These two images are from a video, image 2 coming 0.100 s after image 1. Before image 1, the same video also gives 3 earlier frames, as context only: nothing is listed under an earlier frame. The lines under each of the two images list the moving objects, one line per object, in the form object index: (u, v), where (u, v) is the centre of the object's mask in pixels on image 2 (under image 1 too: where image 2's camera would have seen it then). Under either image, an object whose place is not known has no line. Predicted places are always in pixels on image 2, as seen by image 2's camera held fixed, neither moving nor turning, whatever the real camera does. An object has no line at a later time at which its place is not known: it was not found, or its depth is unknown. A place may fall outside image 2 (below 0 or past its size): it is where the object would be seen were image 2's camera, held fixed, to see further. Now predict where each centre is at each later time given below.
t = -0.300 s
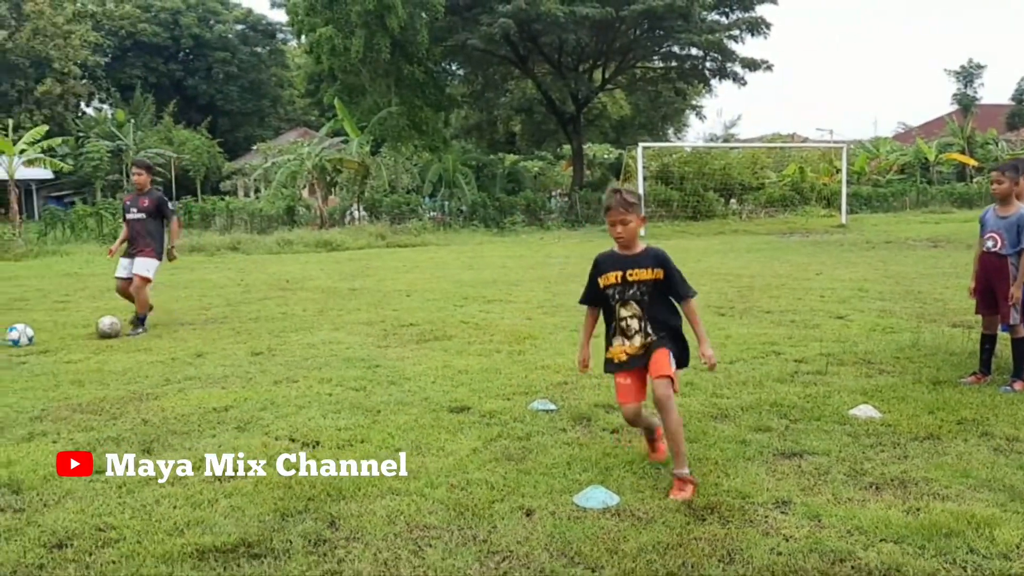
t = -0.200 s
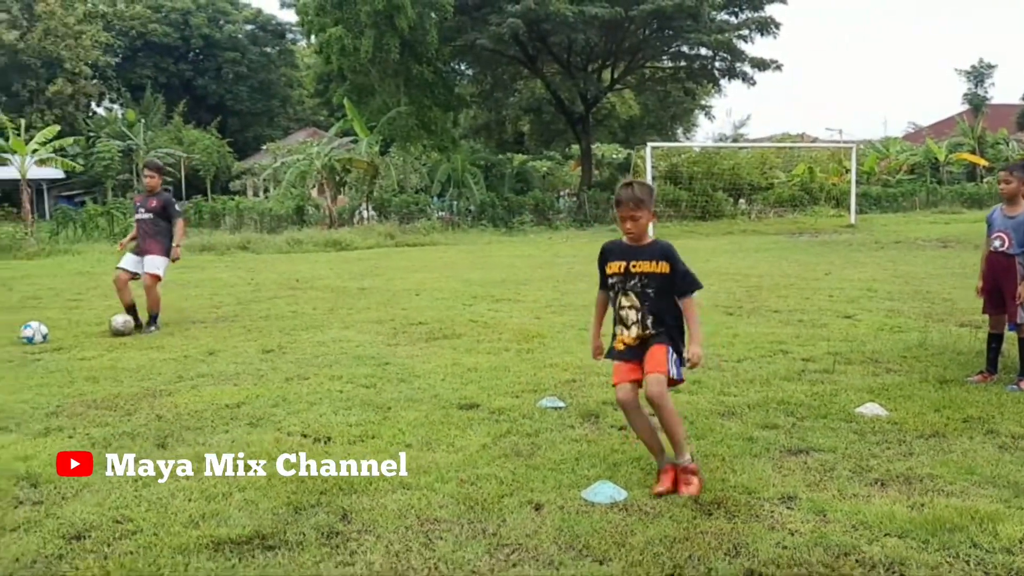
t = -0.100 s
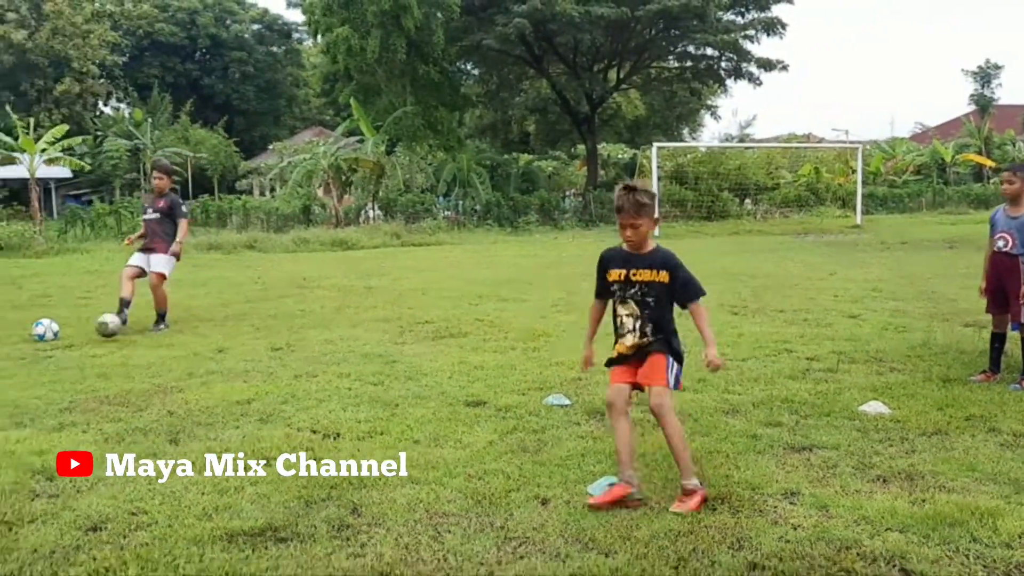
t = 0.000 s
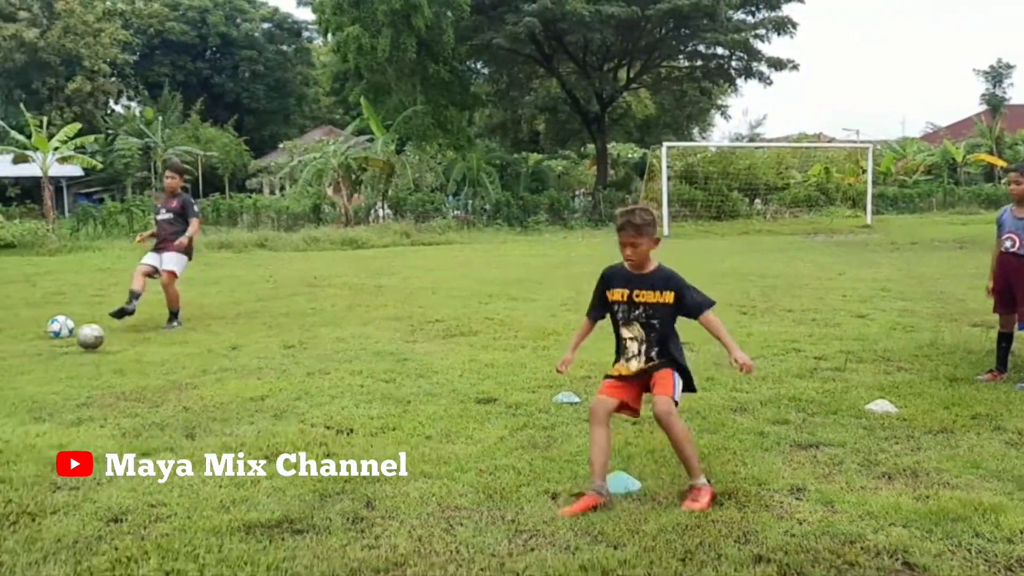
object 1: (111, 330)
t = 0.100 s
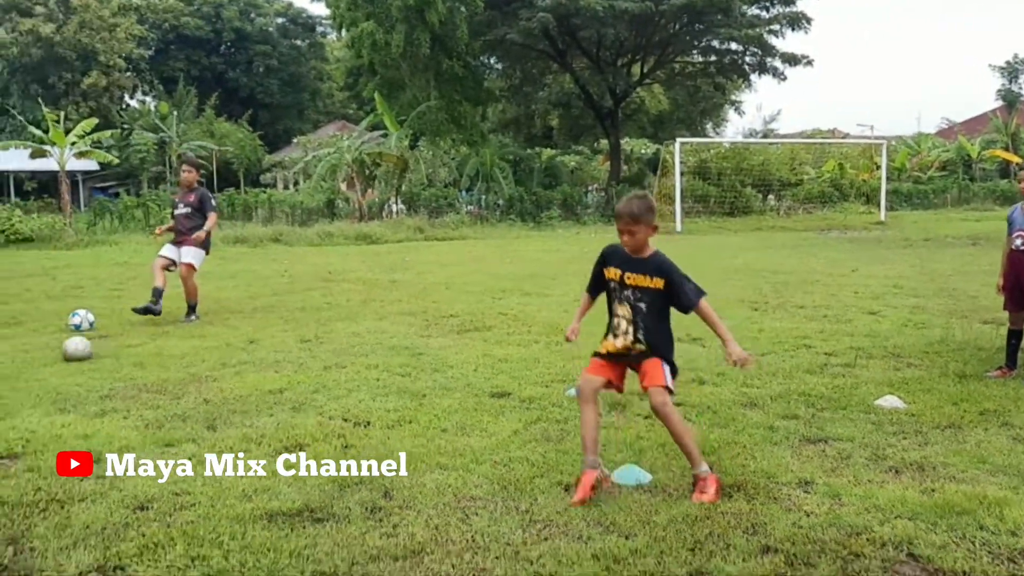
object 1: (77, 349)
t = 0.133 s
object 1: (68, 350)
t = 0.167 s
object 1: (57, 353)
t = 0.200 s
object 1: (46, 355)
